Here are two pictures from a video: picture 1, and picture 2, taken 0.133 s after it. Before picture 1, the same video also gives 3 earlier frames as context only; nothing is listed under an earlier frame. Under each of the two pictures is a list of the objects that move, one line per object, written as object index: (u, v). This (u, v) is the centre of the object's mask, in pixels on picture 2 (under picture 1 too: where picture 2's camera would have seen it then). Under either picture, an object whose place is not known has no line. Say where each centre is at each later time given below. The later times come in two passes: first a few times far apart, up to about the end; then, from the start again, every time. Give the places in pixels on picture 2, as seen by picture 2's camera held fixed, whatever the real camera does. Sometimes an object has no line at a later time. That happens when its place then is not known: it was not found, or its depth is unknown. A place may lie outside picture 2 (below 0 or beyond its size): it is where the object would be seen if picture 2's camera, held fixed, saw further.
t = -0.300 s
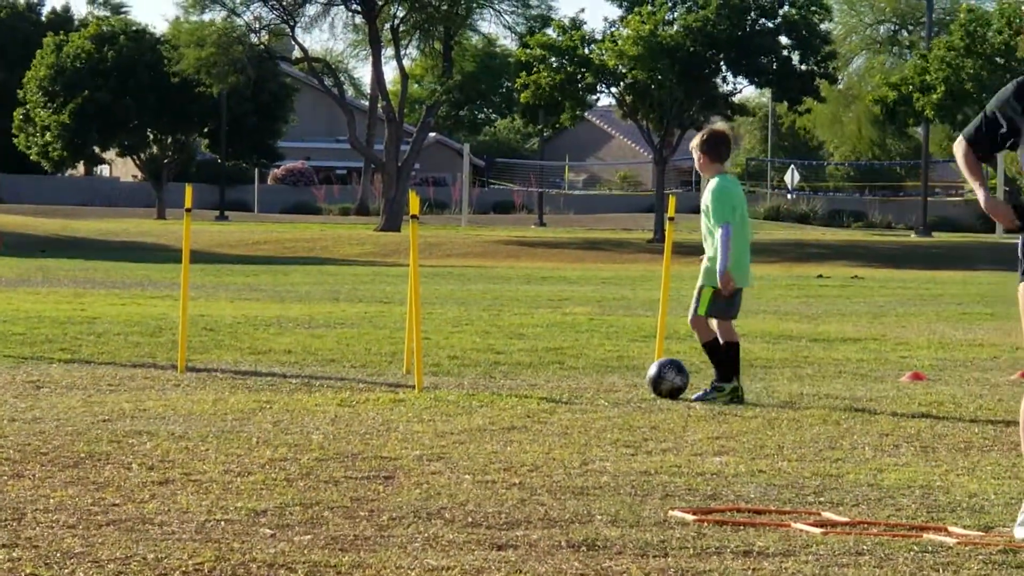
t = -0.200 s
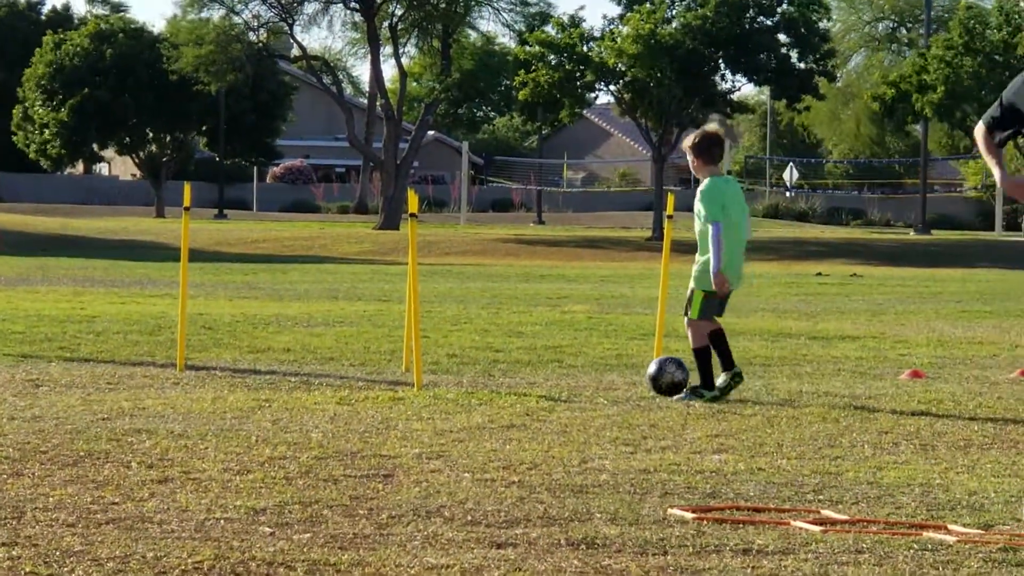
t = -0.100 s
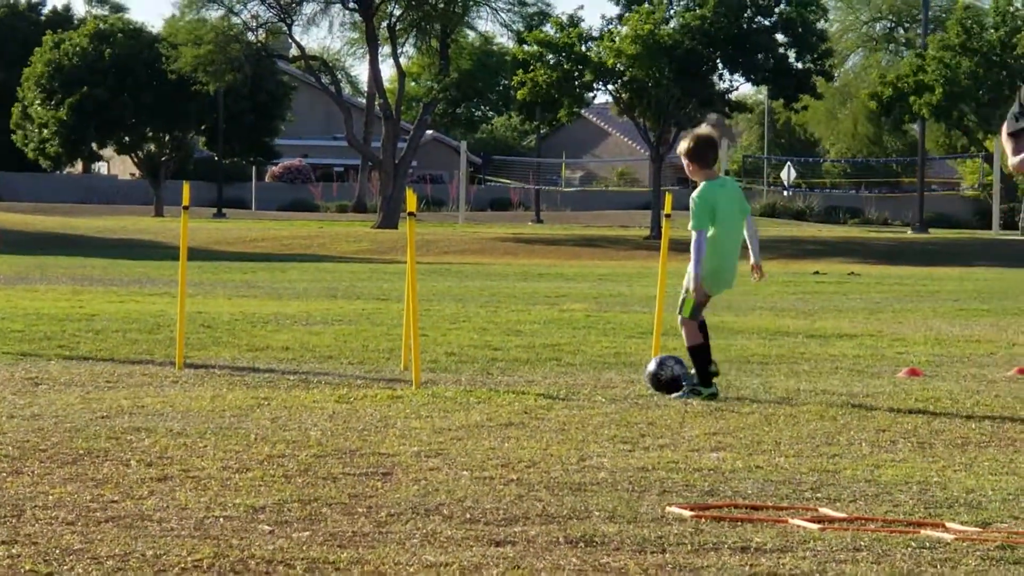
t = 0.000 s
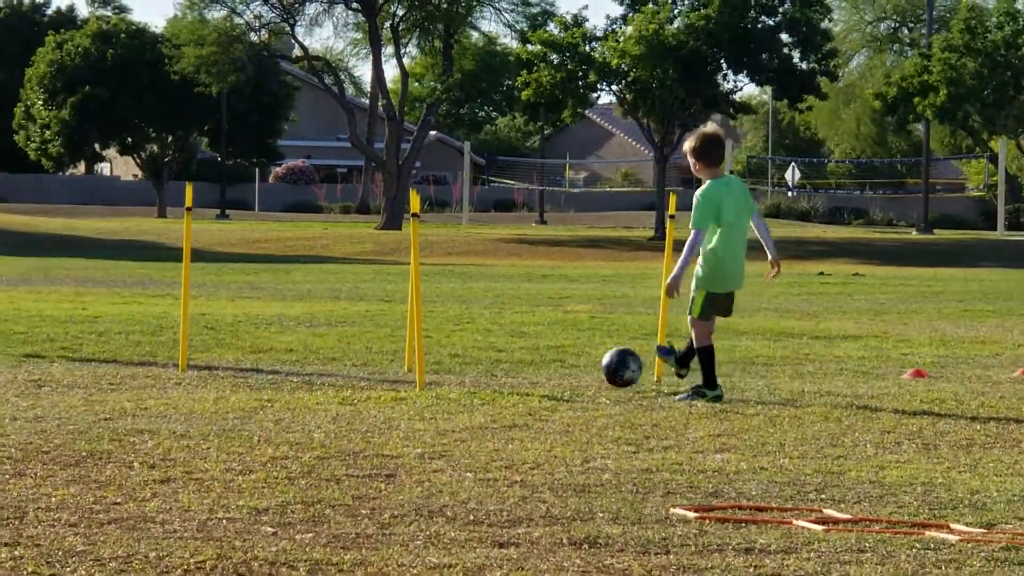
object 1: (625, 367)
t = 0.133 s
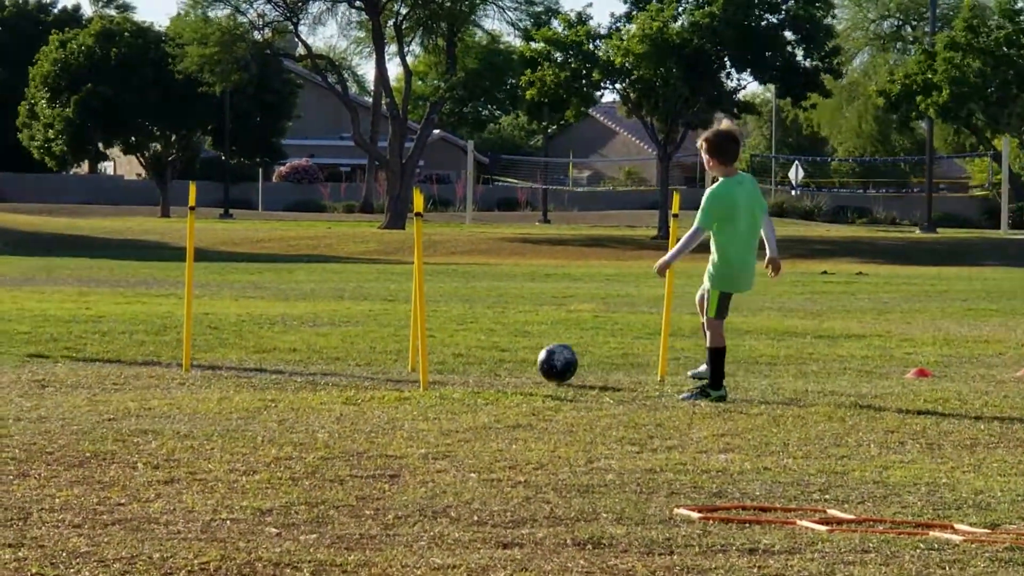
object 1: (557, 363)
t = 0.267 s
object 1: (506, 361)
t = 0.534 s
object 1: (439, 357)
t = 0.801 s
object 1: (376, 353)
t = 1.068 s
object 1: (326, 344)
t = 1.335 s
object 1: (290, 345)
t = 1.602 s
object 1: (261, 342)
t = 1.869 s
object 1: (244, 340)
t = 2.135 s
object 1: (235, 337)
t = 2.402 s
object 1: (230, 336)
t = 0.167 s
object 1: (543, 362)
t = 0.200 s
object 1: (530, 363)
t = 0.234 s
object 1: (517, 363)
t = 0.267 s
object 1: (506, 361)
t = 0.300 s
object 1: (495, 361)
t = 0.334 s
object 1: (484, 361)
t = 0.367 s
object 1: (474, 360)
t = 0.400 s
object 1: (466, 358)
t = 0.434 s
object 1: (458, 358)
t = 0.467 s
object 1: (450, 359)
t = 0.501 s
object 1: (443, 358)
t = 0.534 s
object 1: (439, 357)
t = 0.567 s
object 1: (428, 358)
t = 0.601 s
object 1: (418, 358)
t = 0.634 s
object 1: (408, 357)
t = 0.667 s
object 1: (404, 356)
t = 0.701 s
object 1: (397, 355)
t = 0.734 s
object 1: (391, 355)
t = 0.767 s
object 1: (383, 355)
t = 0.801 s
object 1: (376, 353)
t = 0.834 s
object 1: (369, 354)
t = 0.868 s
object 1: (363, 353)
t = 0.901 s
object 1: (356, 352)
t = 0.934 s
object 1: (349, 352)
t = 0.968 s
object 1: (343, 351)
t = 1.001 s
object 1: (337, 347)
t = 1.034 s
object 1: (331, 345)
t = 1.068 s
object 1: (326, 344)
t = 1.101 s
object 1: (320, 346)
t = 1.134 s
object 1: (314, 349)
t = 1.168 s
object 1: (310, 346)
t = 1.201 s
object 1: (306, 342)
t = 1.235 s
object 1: (302, 340)
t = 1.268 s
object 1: (297, 340)
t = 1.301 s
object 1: (293, 342)
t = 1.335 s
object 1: (290, 345)
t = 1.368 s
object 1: (286, 344)
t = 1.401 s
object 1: (281, 342)
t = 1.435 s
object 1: (277, 342)
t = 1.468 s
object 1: (274, 343)
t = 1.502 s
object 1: (270, 343)
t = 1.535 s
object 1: (267, 341)
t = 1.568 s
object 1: (264, 341)
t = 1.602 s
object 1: (261, 342)
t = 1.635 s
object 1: (258, 342)
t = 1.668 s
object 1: (256, 341)
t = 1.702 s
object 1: (255, 341)
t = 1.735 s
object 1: (252, 342)
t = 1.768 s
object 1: (250, 341)
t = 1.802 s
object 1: (248, 340)
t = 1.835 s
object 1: (246, 340)
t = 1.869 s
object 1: (244, 340)
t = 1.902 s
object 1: (243, 340)
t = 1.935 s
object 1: (241, 339)
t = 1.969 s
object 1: (240, 339)
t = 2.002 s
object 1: (239, 338)
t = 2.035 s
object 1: (238, 337)
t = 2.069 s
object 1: (237, 337)
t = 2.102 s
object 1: (236, 338)
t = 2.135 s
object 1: (235, 337)
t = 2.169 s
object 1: (234, 337)
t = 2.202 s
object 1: (233, 337)
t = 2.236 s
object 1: (233, 337)
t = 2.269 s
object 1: (232, 336)
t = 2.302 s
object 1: (231, 336)
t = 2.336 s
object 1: (231, 336)
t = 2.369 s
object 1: (230, 336)
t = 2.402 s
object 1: (230, 336)
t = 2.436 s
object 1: (229, 336)
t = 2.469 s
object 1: (229, 336)
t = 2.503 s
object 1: (229, 335)
